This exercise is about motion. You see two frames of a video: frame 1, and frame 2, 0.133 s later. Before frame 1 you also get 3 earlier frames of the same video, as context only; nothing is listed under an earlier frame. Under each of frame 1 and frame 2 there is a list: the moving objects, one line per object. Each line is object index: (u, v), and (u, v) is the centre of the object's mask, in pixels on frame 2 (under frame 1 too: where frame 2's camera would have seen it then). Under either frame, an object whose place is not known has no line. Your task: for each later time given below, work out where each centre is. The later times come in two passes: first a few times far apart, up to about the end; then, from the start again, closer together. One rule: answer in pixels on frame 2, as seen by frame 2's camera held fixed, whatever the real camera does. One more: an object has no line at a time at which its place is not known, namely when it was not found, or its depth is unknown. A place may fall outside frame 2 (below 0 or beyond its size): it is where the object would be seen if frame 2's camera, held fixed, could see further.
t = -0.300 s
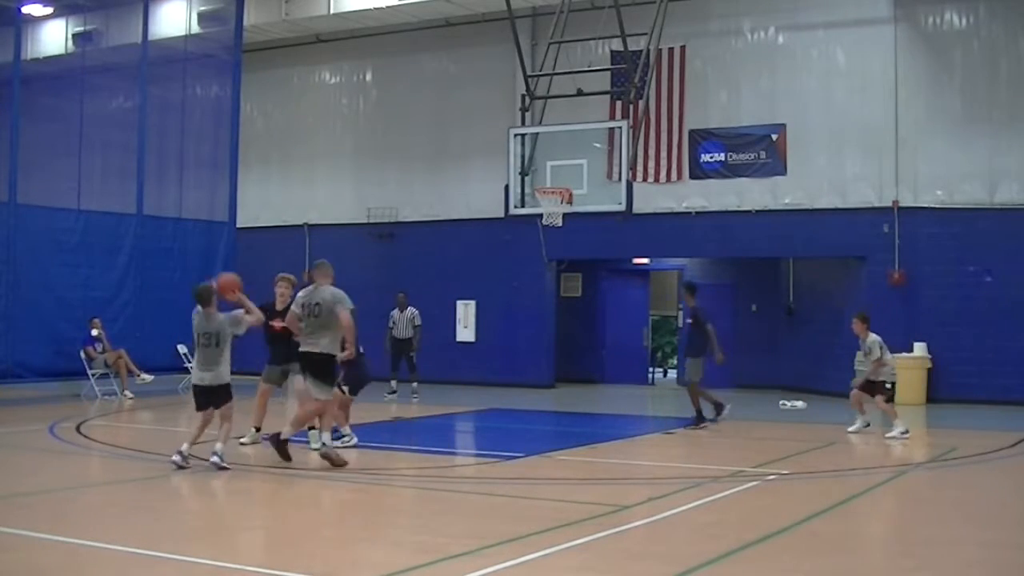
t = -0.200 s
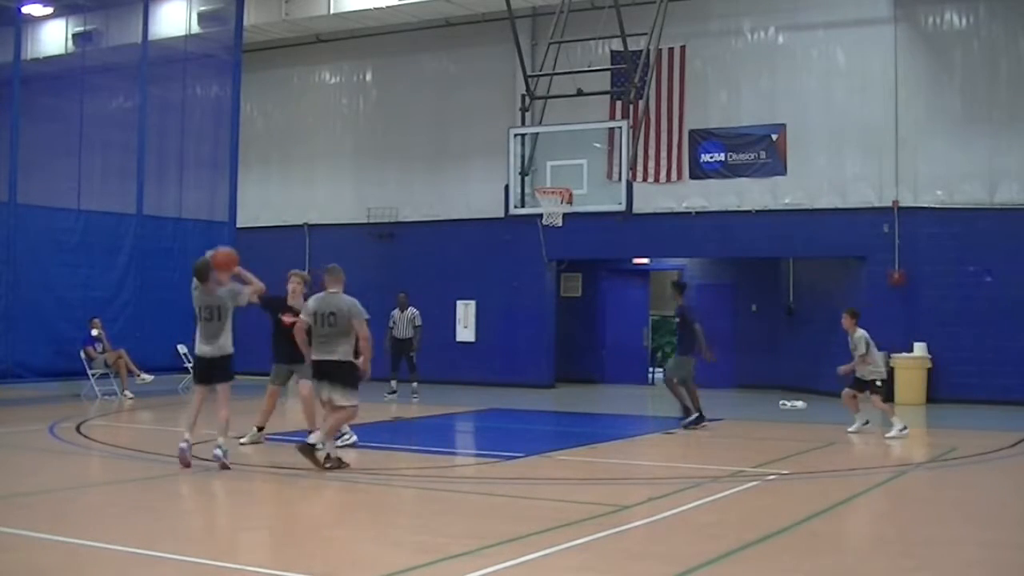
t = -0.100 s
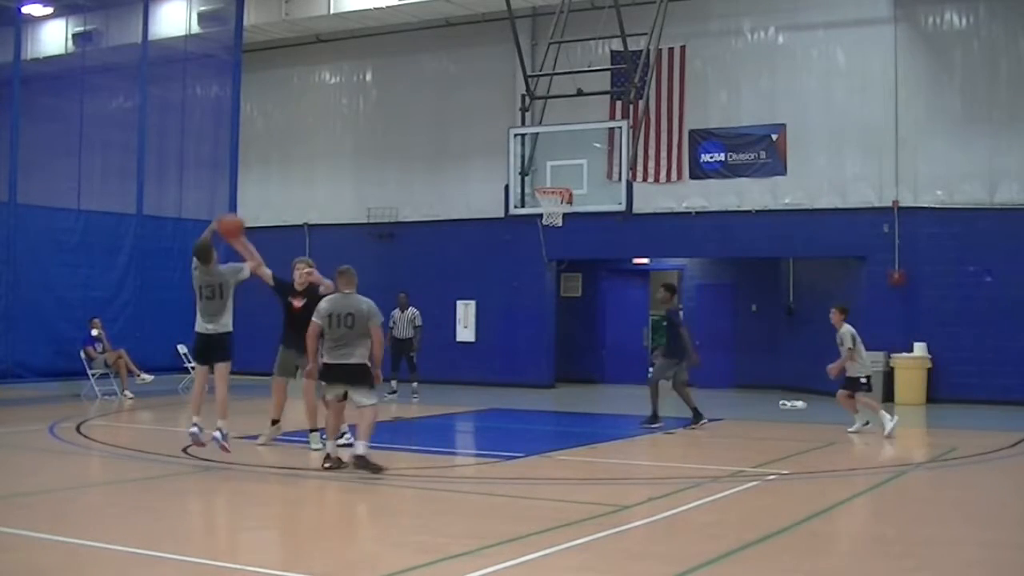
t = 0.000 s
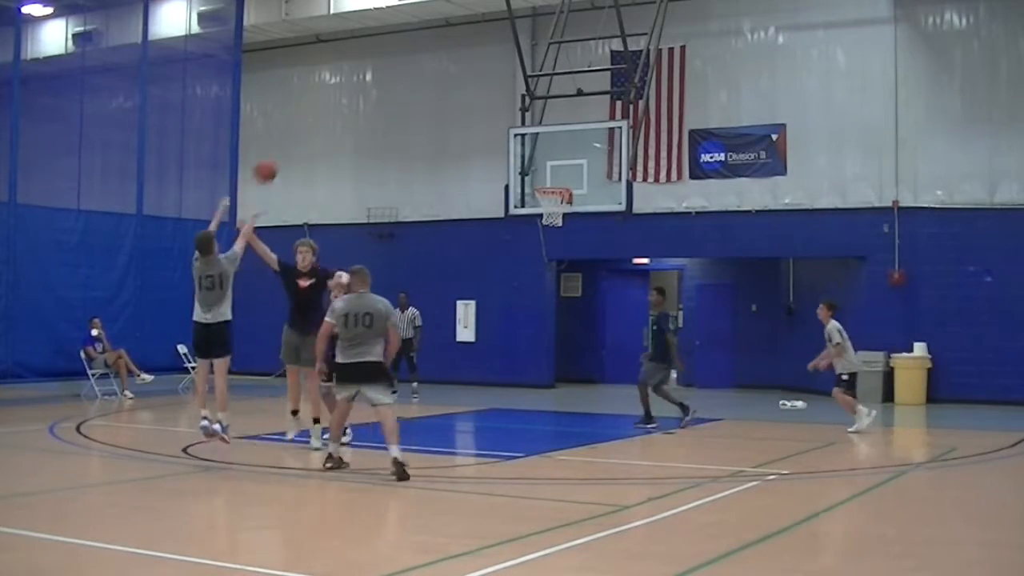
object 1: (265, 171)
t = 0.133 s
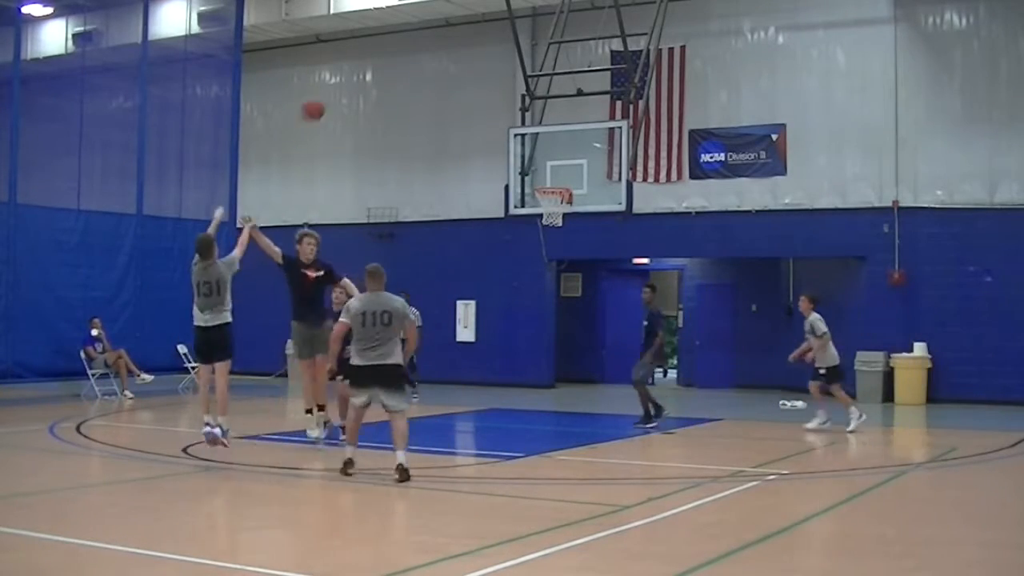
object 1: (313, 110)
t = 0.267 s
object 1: (356, 71)
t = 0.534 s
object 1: (431, 46)
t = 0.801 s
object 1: (491, 84)
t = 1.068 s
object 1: (542, 166)
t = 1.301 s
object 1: (514, 162)
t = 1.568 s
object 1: (460, 164)
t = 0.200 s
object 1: (335, 88)
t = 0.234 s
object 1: (346, 79)
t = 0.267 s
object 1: (356, 71)
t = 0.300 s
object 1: (367, 63)
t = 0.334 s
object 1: (376, 56)
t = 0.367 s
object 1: (385, 53)
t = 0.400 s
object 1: (395, 50)
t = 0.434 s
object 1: (404, 47)
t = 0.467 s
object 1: (412, 46)
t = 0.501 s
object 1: (422, 46)
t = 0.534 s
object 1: (431, 46)
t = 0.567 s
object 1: (439, 48)
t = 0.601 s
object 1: (446, 51)
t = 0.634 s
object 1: (454, 54)
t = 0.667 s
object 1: (462, 59)
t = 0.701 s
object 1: (469, 63)
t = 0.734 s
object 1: (476, 70)
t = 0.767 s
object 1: (483, 76)
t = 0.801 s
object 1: (491, 84)
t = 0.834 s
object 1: (497, 91)
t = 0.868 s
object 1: (504, 100)
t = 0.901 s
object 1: (512, 110)
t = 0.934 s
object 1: (517, 119)
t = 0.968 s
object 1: (525, 130)
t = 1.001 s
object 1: (530, 141)
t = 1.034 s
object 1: (536, 155)
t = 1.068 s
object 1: (542, 166)
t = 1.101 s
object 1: (548, 179)
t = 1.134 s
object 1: (547, 184)
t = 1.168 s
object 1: (542, 180)
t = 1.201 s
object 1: (533, 174)
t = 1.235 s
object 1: (528, 169)
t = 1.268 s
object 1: (521, 167)
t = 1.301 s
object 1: (514, 162)
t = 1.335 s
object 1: (506, 160)
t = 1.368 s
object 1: (500, 159)
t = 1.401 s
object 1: (493, 157)
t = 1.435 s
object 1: (487, 157)
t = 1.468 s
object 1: (480, 158)
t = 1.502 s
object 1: (474, 160)
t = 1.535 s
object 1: (467, 162)
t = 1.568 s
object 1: (460, 164)
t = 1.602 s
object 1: (454, 167)
